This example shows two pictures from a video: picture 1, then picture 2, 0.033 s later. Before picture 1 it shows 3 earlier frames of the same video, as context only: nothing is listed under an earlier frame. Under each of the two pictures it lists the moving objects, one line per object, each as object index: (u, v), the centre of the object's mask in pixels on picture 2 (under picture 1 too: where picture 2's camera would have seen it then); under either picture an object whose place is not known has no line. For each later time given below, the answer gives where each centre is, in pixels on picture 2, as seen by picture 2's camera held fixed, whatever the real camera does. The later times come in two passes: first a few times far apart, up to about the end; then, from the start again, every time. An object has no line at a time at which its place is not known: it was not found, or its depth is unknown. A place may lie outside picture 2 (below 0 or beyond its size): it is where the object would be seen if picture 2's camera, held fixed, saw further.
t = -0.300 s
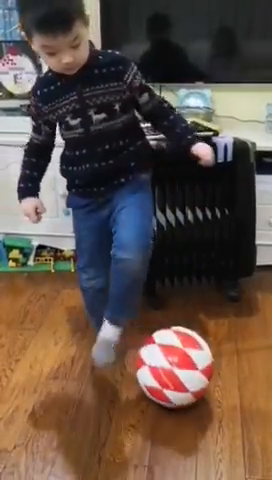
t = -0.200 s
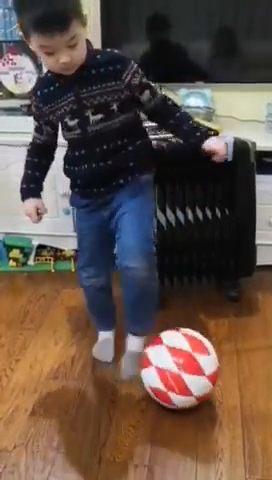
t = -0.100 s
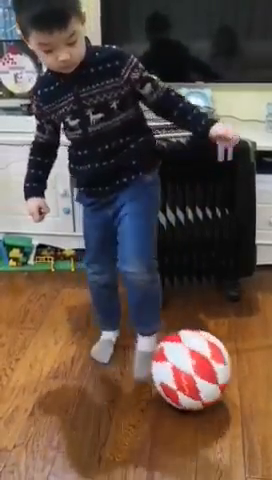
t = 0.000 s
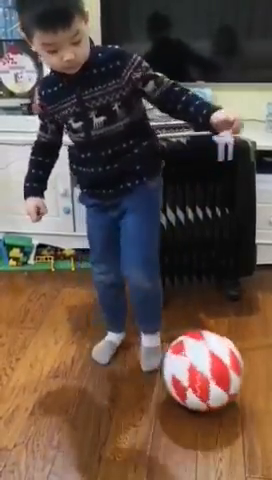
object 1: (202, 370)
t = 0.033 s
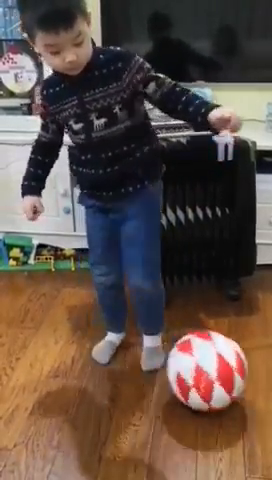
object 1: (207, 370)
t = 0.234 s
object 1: (229, 372)
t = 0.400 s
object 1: (242, 372)
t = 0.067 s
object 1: (211, 371)
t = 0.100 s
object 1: (214, 371)
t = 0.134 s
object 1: (218, 371)
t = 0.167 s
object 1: (222, 372)
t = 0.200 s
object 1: (226, 372)
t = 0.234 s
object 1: (229, 372)
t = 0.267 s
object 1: (233, 372)
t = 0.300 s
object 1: (235, 372)
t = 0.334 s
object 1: (238, 372)
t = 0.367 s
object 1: (239, 372)
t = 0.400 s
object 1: (242, 372)
